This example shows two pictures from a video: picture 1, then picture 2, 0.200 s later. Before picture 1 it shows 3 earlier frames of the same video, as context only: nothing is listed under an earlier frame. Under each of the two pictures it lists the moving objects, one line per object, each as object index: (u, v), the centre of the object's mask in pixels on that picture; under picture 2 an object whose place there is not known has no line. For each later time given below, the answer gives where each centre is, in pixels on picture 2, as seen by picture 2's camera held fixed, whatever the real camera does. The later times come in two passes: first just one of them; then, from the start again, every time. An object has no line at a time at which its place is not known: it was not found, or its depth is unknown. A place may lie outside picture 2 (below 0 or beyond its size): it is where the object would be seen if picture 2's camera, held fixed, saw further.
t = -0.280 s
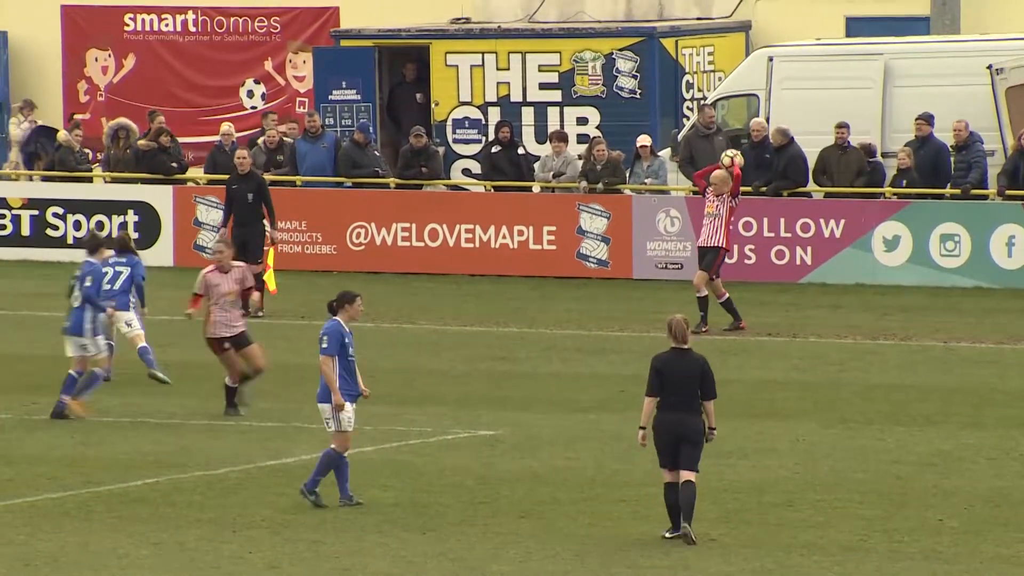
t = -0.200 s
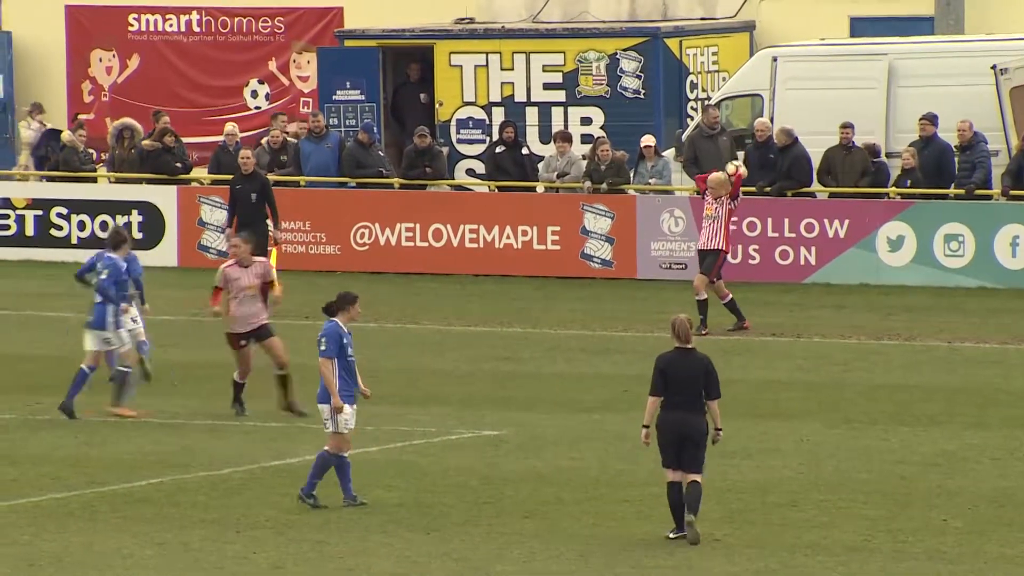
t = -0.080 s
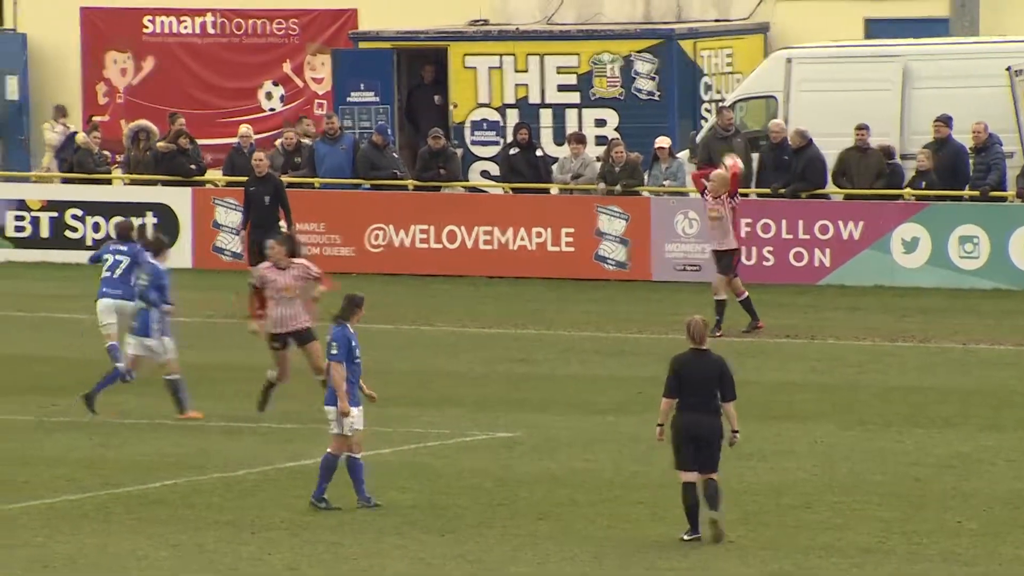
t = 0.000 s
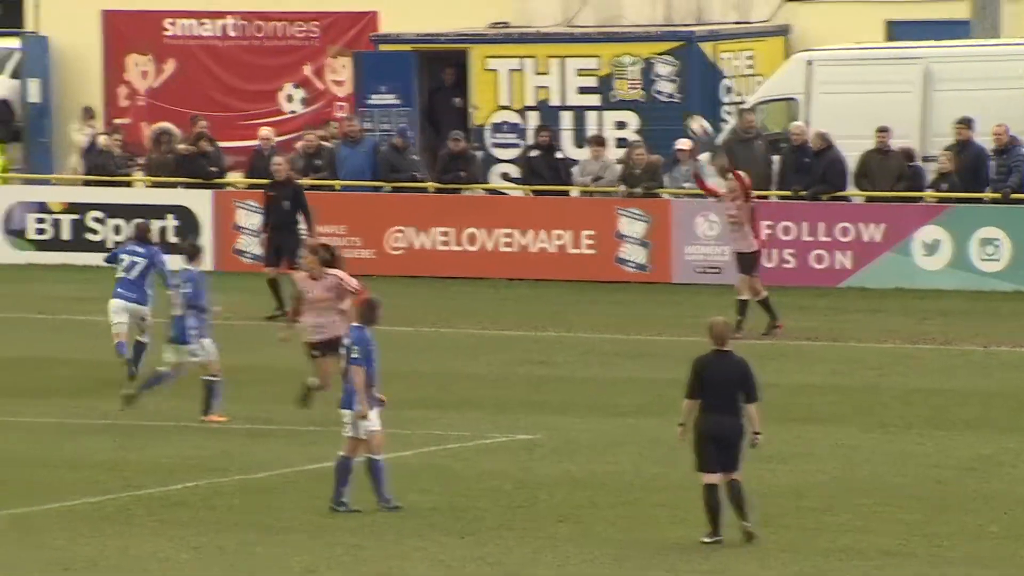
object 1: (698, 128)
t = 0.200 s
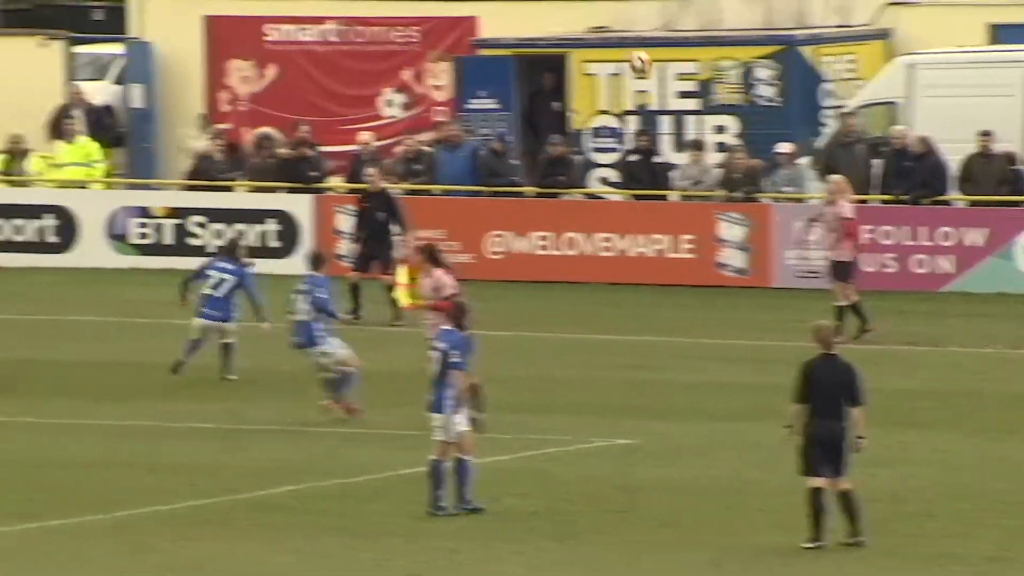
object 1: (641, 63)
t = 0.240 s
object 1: (610, 52)
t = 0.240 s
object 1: (610, 52)
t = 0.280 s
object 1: (581, 45)
